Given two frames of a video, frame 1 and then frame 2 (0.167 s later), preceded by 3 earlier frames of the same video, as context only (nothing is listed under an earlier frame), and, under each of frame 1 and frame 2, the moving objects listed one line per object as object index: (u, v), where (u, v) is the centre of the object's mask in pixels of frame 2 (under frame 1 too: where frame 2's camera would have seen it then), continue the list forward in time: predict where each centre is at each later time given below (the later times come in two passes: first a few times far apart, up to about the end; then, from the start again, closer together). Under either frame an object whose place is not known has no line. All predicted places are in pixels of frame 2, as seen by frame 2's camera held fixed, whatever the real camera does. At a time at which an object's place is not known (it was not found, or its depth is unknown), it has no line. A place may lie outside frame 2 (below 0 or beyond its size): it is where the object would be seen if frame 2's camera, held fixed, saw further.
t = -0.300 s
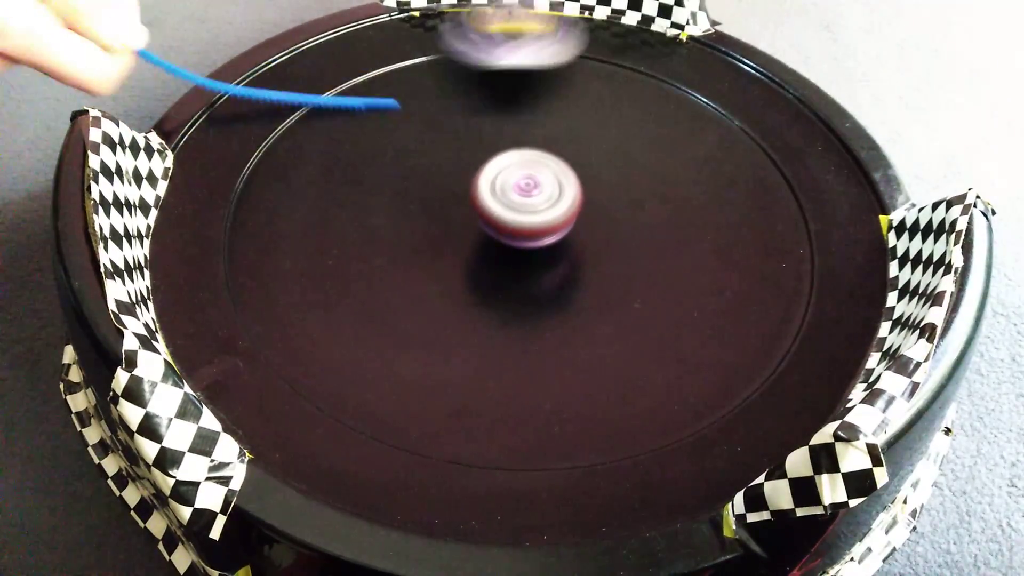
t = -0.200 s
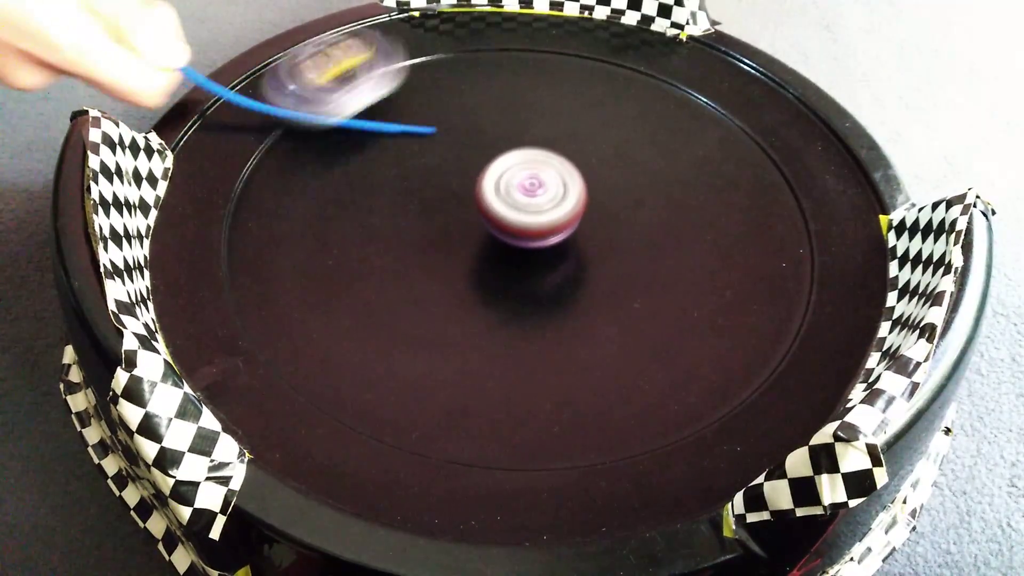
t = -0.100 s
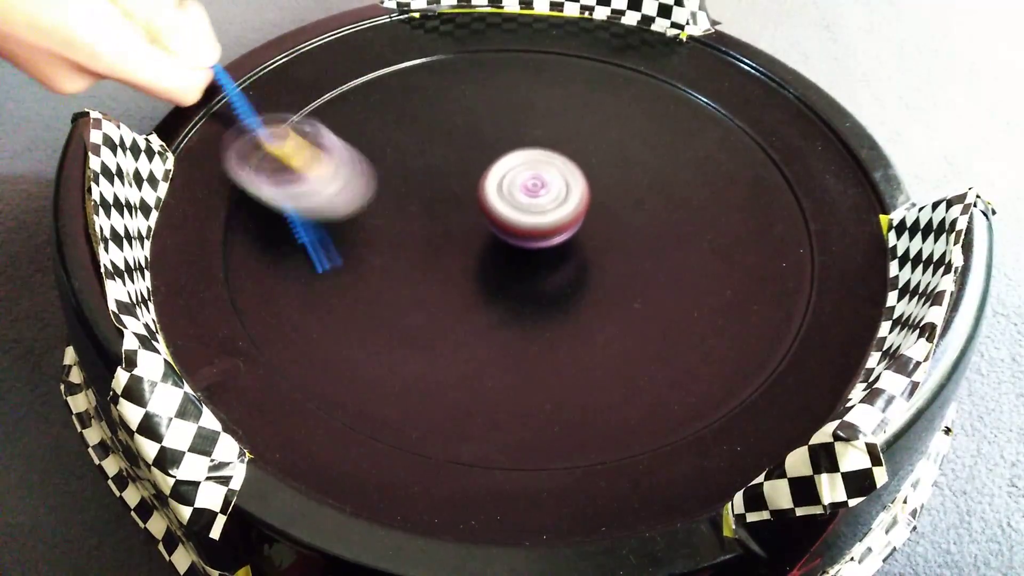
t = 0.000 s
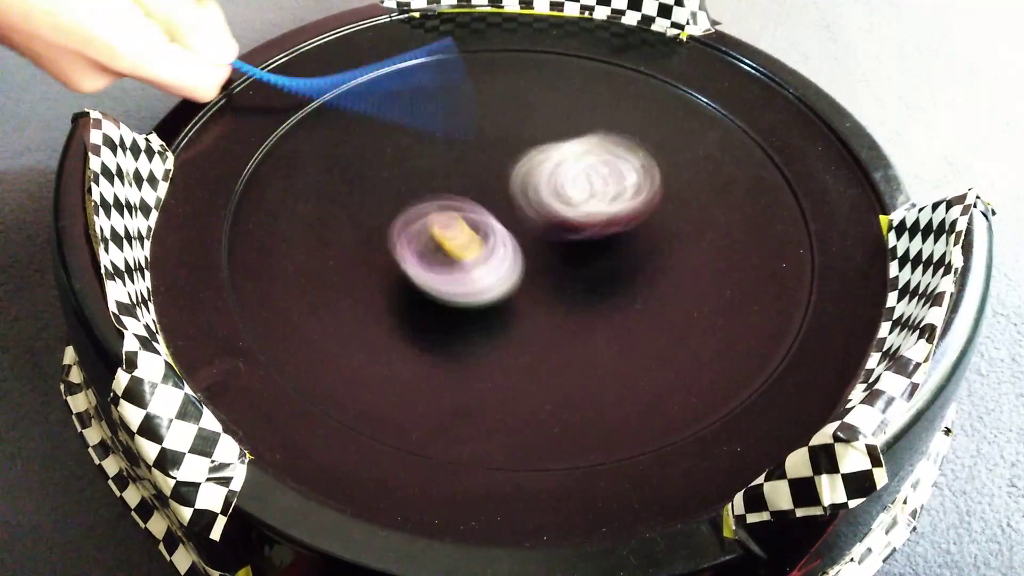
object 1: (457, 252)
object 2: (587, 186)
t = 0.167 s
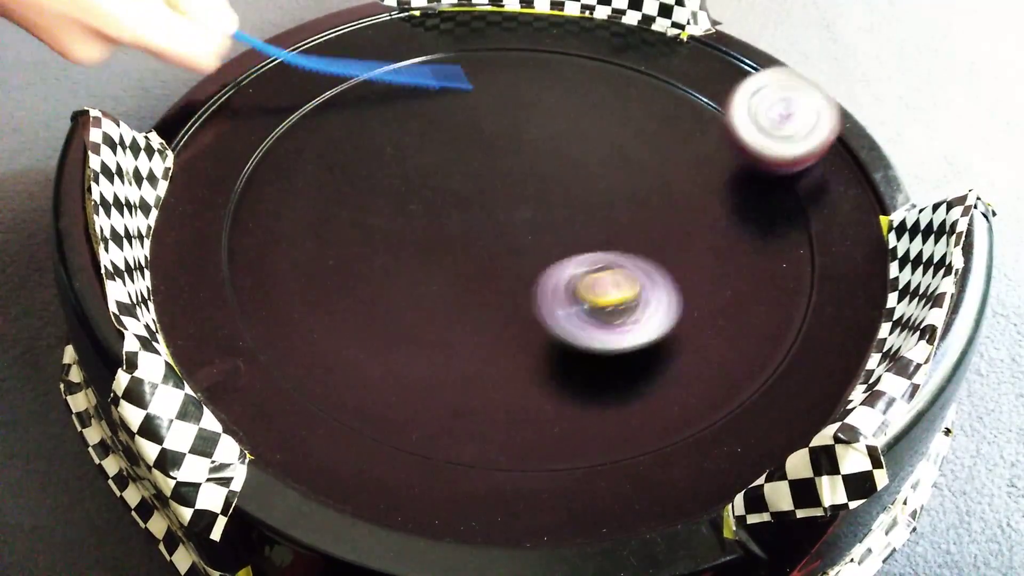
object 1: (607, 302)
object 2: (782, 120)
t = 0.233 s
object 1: (659, 278)
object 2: (798, 114)
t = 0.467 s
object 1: (639, 136)
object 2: (760, 108)
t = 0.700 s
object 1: (431, 116)
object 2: (589, 168)
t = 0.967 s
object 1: (329, 288)
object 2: (491, 273)
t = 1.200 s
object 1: (516, 385)
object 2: (640, 277)
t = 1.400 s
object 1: (669, 353)
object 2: (670, 112)
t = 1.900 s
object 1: (468, 127)
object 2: (298, 95)
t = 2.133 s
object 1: (459, 158)
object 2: (251, 225)
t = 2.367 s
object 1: (530, 214)
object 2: (472, 277)
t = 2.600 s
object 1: (586, 152)
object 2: (607, 244)
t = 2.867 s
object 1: (459, 185)
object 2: (610, 208)
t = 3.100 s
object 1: (538, 289)
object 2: (607, 193)
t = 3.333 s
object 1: (675, 236)
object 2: (578, 179)
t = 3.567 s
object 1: (629, 142)
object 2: (506, 163)
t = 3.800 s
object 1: (513, 154)
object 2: (402, 170)
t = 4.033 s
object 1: (524, 256)
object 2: (391, 181)
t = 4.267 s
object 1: (654, 257)
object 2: (491, 205)
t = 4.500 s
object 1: (627, 162)
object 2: (496, 230)
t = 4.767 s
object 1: (482, 173)
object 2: (424, 249)
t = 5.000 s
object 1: (476, 218)
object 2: (402, 283)
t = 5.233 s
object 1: (586, 236)
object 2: (452, 279)
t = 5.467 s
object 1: (598, 161)
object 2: (532, 225)
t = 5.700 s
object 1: (518, 151)
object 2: (504, 227)
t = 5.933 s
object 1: (507, 188)
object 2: (498, 266)
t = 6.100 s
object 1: (553, 202)
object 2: (498, 279)
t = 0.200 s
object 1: (635, 293)
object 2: (791, 117)
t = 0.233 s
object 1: (659, 278)
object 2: (798, 114)
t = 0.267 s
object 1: (675, 261)
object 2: (799, 111)
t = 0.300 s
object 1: (685, 239)
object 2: (799, 108)
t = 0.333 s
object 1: (688, 217)
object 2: (795, 106)
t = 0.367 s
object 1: (685, 195)
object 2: (789, 105)
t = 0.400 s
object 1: (674, 173)
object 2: (781, 105)
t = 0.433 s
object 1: (659, 153)
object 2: (772, 105)
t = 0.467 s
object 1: (639, 136)
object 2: (760, 108)
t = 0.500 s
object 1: (614, 122)
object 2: (744, 113)
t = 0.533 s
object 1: (586, 111)
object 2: (722, 120)
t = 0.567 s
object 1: (556, 103)
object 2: (699, 127)
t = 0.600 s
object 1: (524, 99)
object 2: (675, 136)
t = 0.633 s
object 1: (492, 100)
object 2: (648, 145)
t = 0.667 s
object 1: (460, 106)
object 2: (618, 158)
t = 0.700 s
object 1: (431, 116)
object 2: (589, 168)
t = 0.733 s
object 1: (405, 130)
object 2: (560, 179)
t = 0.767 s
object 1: (383, 149)
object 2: (532, 189)
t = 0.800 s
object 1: (367, 171)
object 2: (505, 199)
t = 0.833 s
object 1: (358, 195)
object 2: (480, 210)
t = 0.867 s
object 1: (343, 218)
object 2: (473, 224)
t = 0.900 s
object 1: (328, 239)
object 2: (478, 241)
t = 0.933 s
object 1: (323, 262)
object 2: (485, 257)
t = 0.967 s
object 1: (329, 288)
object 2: (491, 273)
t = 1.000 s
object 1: (346, 312)
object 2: (498, 284)
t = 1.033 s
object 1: (373, 336)
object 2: (504, 294)
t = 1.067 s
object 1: (395, 356)
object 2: (530, 299)
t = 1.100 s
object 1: (414, 372)
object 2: (566, 298)
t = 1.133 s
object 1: (442, 383)
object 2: (597, 294)
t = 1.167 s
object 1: (477, 387)
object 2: (621, 286)
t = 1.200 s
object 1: (516, 385)
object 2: (640, 277)
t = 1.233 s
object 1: (557, 376)
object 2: (651, 265)
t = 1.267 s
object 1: (595, 362)
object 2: (657, 254)
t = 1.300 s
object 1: (630, 341)
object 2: (658, 240)
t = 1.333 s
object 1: (653, 337)
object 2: (661, 210)
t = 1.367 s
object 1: (662, 348)
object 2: (667, 157)
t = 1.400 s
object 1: (669, 353)
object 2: (670, 112)
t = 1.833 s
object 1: (525, 144)
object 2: (308, 63)
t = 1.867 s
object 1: (497, 134)
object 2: (298, 77)
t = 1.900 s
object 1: (468, 127)
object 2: (298, 95)
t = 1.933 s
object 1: (439, 123)
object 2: (303, 113)
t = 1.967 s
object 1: (418, 122)
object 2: (307, 131)
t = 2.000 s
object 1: (419, 124)
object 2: (278, 149)
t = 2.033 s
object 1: (430, 129)
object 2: (251, 168)
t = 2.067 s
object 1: (440, 136)
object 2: (237, 185)
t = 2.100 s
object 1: (450, 147)
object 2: (239, 206)
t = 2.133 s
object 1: (459, 158)
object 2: (251, 225)
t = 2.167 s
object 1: (467, 170)
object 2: (269, 241)
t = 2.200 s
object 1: (475, 181)
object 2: (296, 255)
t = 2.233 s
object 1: (484, 192)
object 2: (327, 267)
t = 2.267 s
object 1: (493, 201)
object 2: (363, 274)
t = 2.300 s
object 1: (502, 209)
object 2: (399, 279)
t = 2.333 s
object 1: (513, 214)
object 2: (434, 281)
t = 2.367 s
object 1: (530, 214)
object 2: (472, 277)
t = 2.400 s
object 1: (547, 208)
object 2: (501, 277)
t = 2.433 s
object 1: (563, 201)
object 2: (526, 274)
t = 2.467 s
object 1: (575, 193)
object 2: (549, 270)
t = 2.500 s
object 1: (583, 182)
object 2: (567, 265)
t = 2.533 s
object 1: (588, 172)
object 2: (583, 257)
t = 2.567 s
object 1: (589, 162)
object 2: (597, 250)
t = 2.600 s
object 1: (586, 152)
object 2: (607, 244)
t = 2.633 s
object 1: (567, 135)
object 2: (622, 229)
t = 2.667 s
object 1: (551, 130)
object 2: (625, 224)
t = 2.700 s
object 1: (533, 128)
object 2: (626, 218)
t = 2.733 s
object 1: (513, 131)
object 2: (626, 215)
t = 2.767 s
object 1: (494, 138)
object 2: (624, 212)
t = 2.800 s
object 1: (477, 151)
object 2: (619, 210)
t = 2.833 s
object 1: (465, 167)
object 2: (616, 208)
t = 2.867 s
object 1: (459, 185)
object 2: (610, 208)
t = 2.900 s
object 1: (459, 204)
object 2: (604, 207)
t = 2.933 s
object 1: (466, 223)
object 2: (599, 206)
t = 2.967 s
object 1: (479, 240)
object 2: (591, 206)
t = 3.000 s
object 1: (492, 257)
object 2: (591, 203)
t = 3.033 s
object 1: (503, 271)
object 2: (599, 200)
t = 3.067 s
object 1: (519, 282)
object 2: (603, 196)
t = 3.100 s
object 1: (538, 289)
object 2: (607, 193)
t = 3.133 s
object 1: (561, 293)
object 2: (606, 191)
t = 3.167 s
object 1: (585, 292)
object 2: (604, 189)
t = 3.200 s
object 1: (609, 287)
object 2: (601, 188)
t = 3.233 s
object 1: (631, 278)
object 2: (596, 186)
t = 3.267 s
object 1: (649, 265)
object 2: (592, 184)
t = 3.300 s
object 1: (664, 251)
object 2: (586, 183)
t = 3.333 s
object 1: (675, 236)
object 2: (578, 179)
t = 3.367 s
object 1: (682, 221)
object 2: (572, 176)
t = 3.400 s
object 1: (681, 204)
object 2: (565, 173)
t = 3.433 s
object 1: (676, 188)
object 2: (561, 172)
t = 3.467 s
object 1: (666, 173)
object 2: (553, 170)
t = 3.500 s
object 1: (659, 161)
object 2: (534, 167)
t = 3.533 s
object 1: (647, 150)
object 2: (518, 165)
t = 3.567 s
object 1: (629, 142)
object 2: (506, 163)
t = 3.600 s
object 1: (607, 136)
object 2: (497, 163)
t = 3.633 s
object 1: (587, 133)
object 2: (487, 161)
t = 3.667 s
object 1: (568, 132)
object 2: (471, 163)
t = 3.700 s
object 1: (553, 133)
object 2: (457, 164)
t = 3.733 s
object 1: (537, 137)
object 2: (437, 166)
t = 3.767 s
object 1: (524, 143)
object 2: (423, 168)
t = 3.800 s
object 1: (513, 154)
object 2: (402, 170)
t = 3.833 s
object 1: (508, 165)
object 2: (386, 173)
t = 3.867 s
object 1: (502, 179)
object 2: (374, 174)
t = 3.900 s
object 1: (498, 195)
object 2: (371, 176)
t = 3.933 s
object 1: (498, 211)
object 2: (372, 176)
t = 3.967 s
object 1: (502, 228)
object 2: (375, 177)
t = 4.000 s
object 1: (511, 243)
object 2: (383, 179)
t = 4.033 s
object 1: (524, 256)
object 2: (391, 181)
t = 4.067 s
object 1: (540, 268)
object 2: (403, 184)
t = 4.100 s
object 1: (560, 276)
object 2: (416, 188)
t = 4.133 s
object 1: (581, 281)
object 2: (430, 191)
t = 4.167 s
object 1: (603, 281)
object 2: (446, 195)
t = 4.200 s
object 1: (624, 277)
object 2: (460, 198)
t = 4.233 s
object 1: (641, 269)
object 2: (477, 201)
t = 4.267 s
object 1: (654, 257)
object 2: (491, 205)
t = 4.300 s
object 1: (662, 242)
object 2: (508, 207)
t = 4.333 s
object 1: (663, 227)
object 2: (520, 211)
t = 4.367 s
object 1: (657, 211)
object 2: (533, 214)
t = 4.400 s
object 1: (648, 197)
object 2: (540, 218)
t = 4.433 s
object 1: (643, 183)
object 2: (527, 222)
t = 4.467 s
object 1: (638, 172)
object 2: (511, 227)
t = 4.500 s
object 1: (627, 162)
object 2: (496, 230)
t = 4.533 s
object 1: (611, 156)
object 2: (483, 232)
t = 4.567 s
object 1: (590, 153)
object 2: (471, 233)
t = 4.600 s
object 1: (567, 152)
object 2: (463, 234)
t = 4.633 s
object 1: (545, 156)
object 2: (456, 236)
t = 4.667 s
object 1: (523, 160)
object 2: (451, 235)
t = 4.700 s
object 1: (504, 166)
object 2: (449, 234)
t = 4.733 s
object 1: (489, 172)
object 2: (441, 238)
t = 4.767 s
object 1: (482, 173)
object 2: (424, 249)
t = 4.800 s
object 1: (478, 174)
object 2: (408, 261)
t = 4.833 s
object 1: (474, 178)
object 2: (401, 266)
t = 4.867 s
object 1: (469, 184)
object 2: (397, 269)
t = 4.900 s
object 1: (464, 193)
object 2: (400, 270)
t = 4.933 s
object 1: (463, 201)
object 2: (407, 272)
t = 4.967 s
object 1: (468, 209)
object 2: (408, 274)
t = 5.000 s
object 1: (476, 218)
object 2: (402, 283)
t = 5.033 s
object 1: (485, 225)
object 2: (400, 286)
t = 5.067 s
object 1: (498, 233)
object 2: (408, 282)
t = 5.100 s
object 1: (513, 240)
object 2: (419, 279)
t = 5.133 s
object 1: (531, 245)
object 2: (430, 278)
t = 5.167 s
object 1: (550, 245)
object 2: (437, 278)
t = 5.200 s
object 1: (568, 243)
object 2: (444, 279)
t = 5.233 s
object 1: (586, 236)
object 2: (452, 279)
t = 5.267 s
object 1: (600, 228)
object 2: (463, 272)
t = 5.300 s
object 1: (610, 217)
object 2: (475, 265)
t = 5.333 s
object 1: (616, 206)
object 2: (488, 256)
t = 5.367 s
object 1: (618, 194)
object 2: (502, 248)
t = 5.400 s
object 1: (615, 182)
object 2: (518, 240)
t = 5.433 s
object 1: (608, 171)
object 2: (526, 235)
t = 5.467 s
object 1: (598, 161)
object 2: (532, 225)
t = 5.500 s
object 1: (588, 152)
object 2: (535, 215)
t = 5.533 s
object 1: (576, 147)
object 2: (530, 214)
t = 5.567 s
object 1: (565, 142)
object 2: (520, 216)
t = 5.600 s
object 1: (555, 141)
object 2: (513, 220)
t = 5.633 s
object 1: (542, 142)
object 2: (510, 220)
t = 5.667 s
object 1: (530, 145)
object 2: (507, 222)
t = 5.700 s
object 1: (518, 151)
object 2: (504, 227)
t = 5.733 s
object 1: (511, 155)
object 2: (500, 232)
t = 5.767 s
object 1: (505, 160)
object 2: (497, 239)
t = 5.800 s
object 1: (501, 165)
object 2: (495, 247)
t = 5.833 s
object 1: (499, 171)
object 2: (495, 252)
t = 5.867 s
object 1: (499, 178)
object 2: (496, 255)
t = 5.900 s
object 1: (501, 183)
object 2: (497, 261)
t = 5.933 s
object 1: (507, 188)
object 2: (498, 266)
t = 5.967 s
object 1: (516, 193)
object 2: (498, 274)
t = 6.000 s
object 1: (525, 196)
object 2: (497, 279)
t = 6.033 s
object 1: (535, 199)
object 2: (498, 281)
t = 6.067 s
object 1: (544, 201)
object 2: (498, 280)
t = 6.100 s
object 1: (553, 202)
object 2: (498, 279)
